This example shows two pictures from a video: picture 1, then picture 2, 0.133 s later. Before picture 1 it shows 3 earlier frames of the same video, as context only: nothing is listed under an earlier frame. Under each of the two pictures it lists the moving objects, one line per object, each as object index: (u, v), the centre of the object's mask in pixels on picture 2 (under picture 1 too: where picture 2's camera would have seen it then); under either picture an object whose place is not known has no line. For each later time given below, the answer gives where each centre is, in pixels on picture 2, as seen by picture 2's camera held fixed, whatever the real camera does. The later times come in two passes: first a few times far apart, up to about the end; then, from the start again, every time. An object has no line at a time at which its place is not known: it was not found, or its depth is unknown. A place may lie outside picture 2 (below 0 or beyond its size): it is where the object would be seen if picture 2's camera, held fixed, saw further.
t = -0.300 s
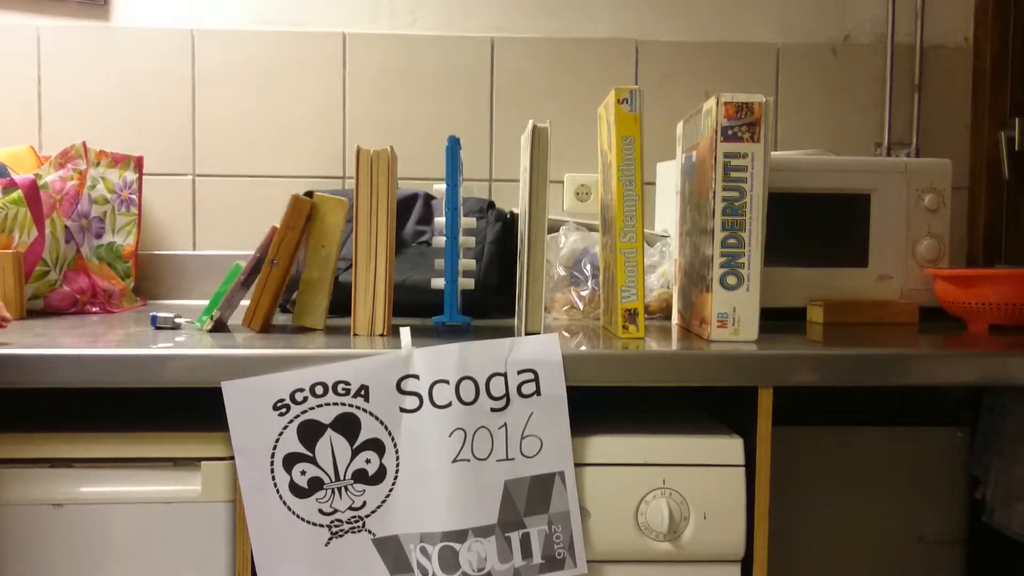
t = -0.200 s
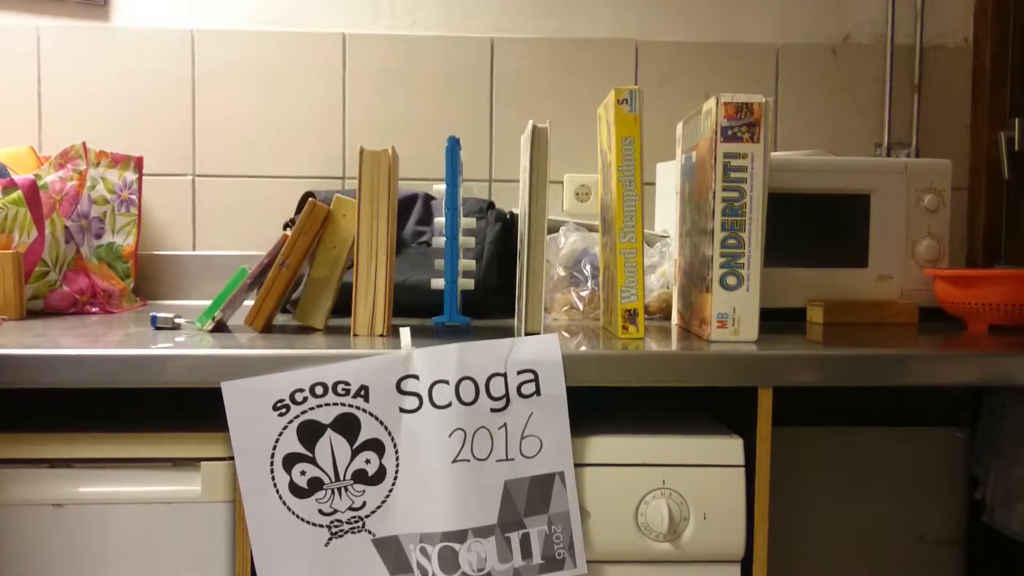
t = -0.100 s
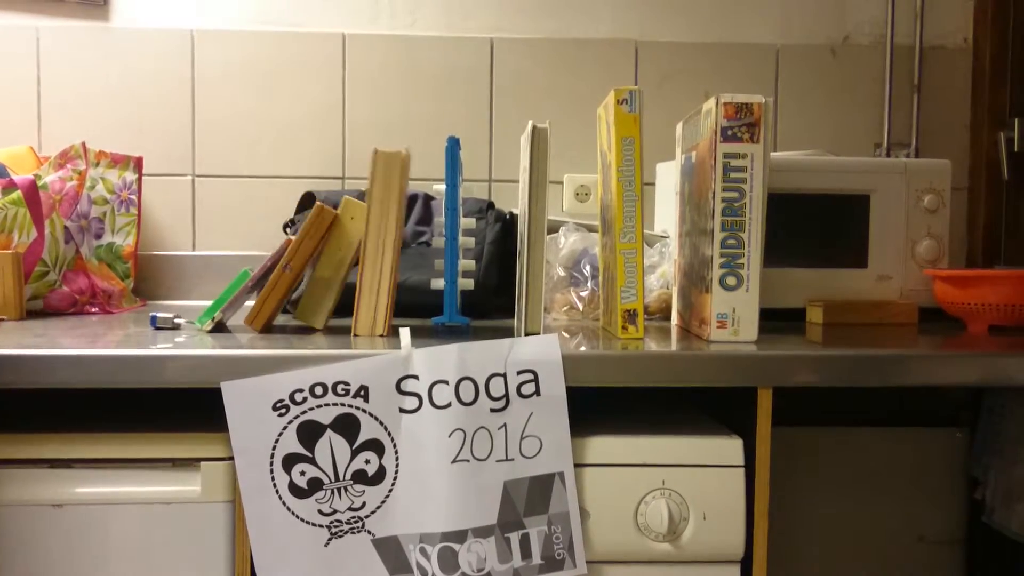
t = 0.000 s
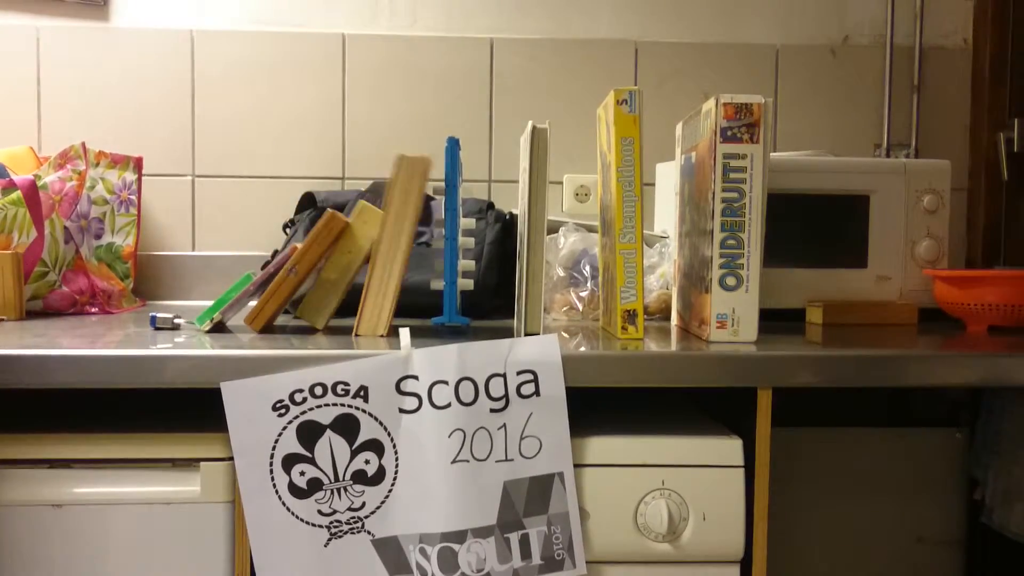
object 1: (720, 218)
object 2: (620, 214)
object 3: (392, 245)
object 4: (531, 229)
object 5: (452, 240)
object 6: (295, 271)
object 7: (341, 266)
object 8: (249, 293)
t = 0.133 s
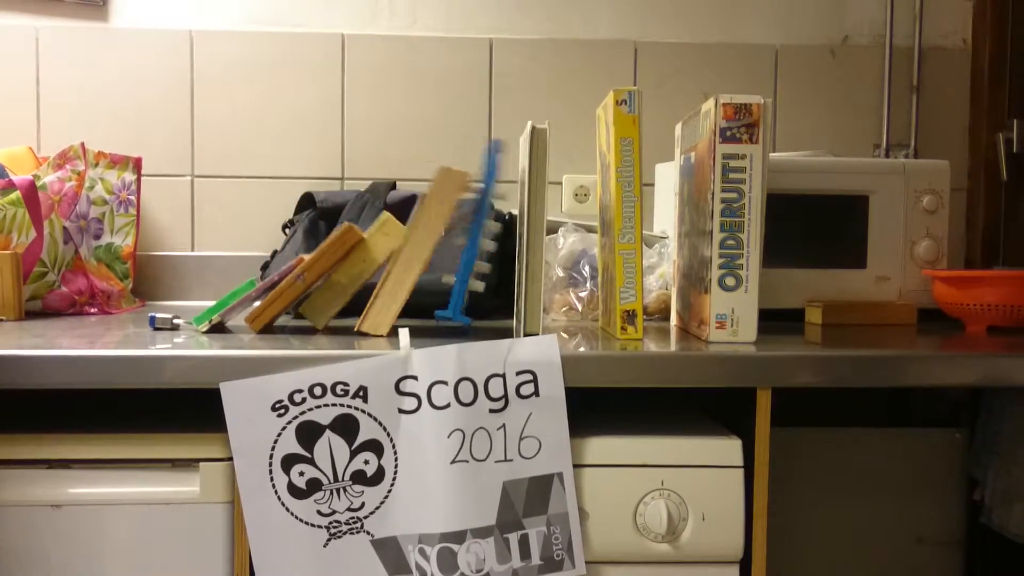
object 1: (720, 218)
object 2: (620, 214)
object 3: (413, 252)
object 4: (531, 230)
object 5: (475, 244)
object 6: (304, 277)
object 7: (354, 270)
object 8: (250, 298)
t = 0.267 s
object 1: (720, 217)
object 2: (620, 214)
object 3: (432, 260)
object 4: (550, 230)
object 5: (502, 244)
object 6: (310, 282)
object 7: (363, 277)
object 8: (254, 300)
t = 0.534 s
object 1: (818, 223)
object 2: (726, 244)
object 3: (451, 284)
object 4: (621, 277)
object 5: (539, 282)
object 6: (308, 289)
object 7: (371, 287)
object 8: (251, 302)
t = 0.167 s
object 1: (720, 218)
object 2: (620, 214)
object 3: (421, 254)
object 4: (531, 230)
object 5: (485, 242)
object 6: (306, 279)
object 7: (357, 273)
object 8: (252, 298)
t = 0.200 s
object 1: (720, 218)
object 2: (620, 214)
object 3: (425, 255)
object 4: (535, 233)
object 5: (491, 240)
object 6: (308, 280)
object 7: (358, 274)
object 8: (253, 299)
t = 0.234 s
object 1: (720, 218)
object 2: (620, 214)
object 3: (427, 257)
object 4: (542, 231)
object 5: (495, 242)
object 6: (309, 281)
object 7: (360, 275)
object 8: (253, 299)
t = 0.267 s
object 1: (720, 217)
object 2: (620, 214)
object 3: (432, 260)
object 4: (550, 230)
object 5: (502, 244)
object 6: (310, 282)
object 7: (363, 277)
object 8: (254, 300)
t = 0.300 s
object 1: (720, 217)
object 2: (621, 215)
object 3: (439, 265)
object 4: (560, 230)
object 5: (508, 247)
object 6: (312, 283)
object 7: (365, 279)
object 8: (255, 301)
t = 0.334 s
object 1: (720, 218)
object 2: (629, 215)
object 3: (444, 267)
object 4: (569, 233)
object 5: (512, 253)
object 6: (312, 284)
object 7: (366, 281)
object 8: (255, 301)
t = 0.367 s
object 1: (721, 218)
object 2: (641, 218)
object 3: (445, 269)
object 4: (582, 234)
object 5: (520, 256)
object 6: (312, 285)
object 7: (367, 282)
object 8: (255, 301)
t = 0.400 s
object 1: (725, 227)
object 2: (661, 210)
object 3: (448, 274)
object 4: (592, 241)
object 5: (525, 264)
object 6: (312, 285)
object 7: (368, 284)
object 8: (254, 302)
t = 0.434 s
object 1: (739, 229)
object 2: (676, 215)
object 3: (449, 277)
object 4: (601, 247)
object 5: (531, 266)
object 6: (312, 286)
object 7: (370, 285)
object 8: (254, 302)
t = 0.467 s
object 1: (758, 226)
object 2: (691, 222)
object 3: (450, 279)
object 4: (609, 255)
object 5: (534, 272)
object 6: (311, 287)
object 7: (370, 286)
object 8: (253, 302)
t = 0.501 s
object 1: (784, 221)
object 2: (705, 231)
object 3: (451, 282)
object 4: (614, 266)
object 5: (538, 278)
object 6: (309, 288)
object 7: (371, 287)
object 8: (252, 303)
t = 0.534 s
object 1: (818, 223)
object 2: (726, 244)
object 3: (451, 284)
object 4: (621, 277)
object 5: (539, 282)
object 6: (308, 289)
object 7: (371, 287)
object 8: (251, 302)
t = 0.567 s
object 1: (858, 237)
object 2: (737, 261)
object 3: (452, 286)
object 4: (624, 286)
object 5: (542, 287)
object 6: (306, 290)
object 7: (372, 288)
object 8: (250, 302)
